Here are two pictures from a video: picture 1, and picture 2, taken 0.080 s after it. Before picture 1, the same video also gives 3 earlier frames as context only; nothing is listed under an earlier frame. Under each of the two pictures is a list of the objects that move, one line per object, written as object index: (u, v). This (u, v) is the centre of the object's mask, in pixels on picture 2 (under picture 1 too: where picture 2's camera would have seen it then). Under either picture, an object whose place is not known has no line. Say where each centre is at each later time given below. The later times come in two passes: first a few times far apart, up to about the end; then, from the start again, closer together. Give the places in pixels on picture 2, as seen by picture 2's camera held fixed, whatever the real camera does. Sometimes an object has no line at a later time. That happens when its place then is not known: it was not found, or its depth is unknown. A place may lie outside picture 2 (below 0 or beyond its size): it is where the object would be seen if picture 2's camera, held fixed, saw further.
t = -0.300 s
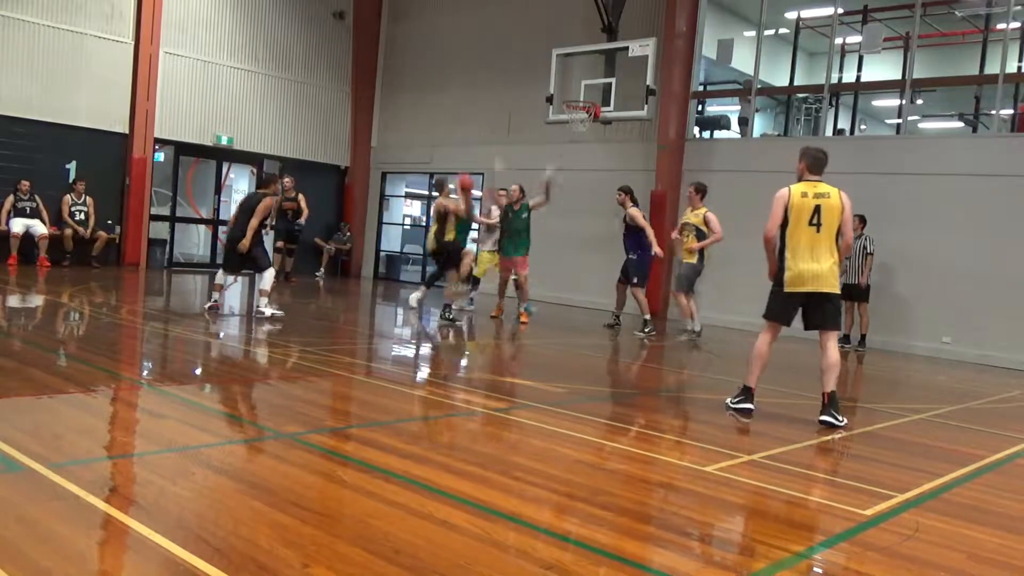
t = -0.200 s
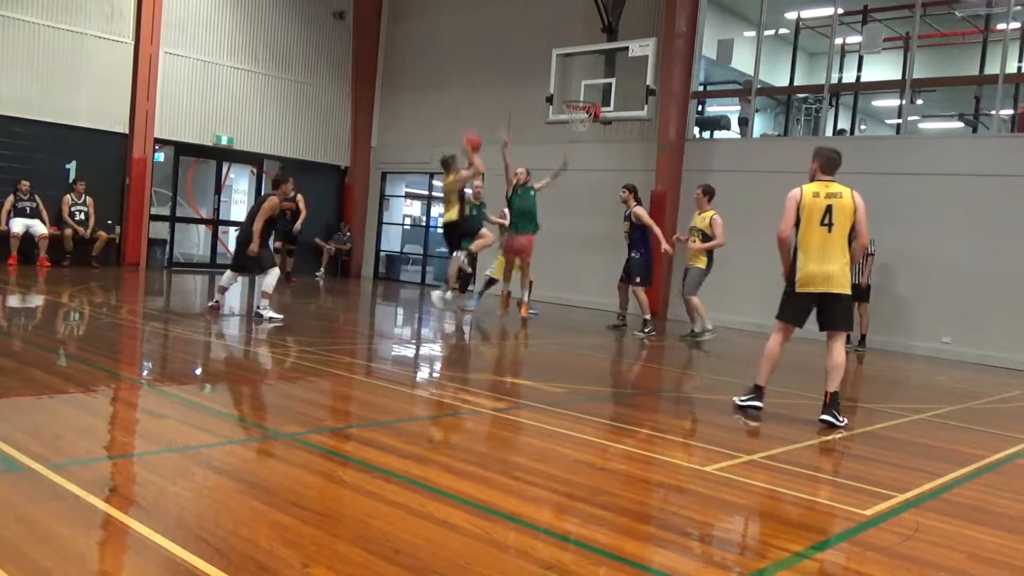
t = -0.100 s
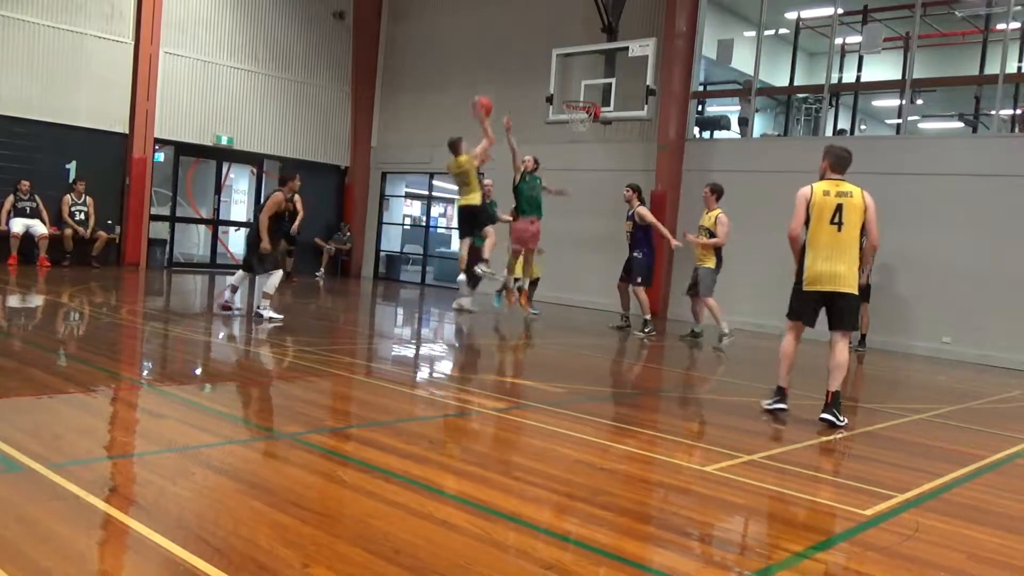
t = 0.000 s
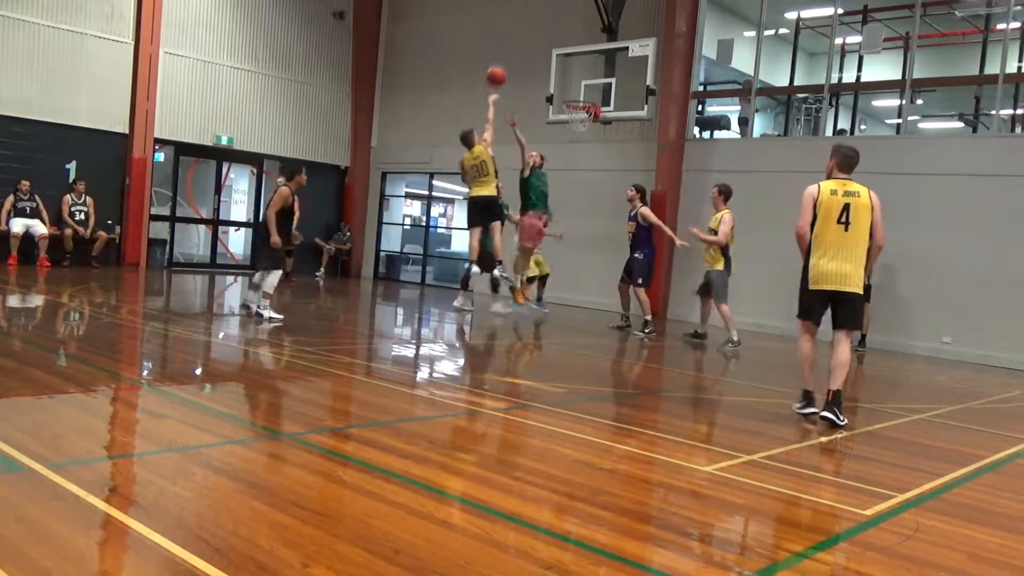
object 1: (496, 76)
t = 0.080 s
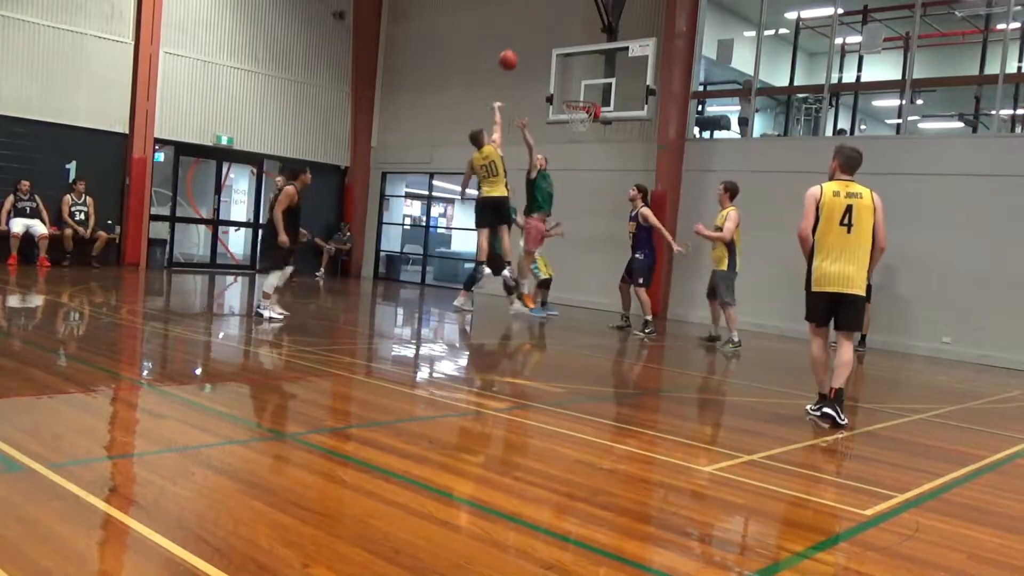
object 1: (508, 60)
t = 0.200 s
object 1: (525, 46)
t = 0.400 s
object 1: (547, 48)
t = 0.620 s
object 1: (567, 83)
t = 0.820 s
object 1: (582, 98)
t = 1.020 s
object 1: (588, 107)
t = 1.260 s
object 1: (576, 120)
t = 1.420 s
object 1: (573, 133)
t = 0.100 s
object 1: (511, 56)
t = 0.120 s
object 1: (513, 54)
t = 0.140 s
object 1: (517, 51)
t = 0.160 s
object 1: (519, 49)
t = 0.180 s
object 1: (522, 47)
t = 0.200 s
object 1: (525, 46)
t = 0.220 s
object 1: (527, 45)
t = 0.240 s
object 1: (530, 44)
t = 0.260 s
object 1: (532, 44)
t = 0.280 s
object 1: (535, 44)
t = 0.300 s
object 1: (537, 44)
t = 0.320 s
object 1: (538, 44)
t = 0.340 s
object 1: (540, 45)
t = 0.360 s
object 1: (542, 46)
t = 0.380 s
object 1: (545, 47)
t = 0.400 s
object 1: (547, 48)
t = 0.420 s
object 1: (550, 50)
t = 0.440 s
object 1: (551, 52)
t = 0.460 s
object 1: (553, 54)
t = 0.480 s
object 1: (555, 57)
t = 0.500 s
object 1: (556, 60)
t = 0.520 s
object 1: (558, 64)
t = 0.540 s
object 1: (559, 67)
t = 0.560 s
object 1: (561, 70)
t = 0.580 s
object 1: (563, 74)
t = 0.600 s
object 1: (564, 78)
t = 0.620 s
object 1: (567, 83)
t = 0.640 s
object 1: (567, 87)
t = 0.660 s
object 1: (569, 93)
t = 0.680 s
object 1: (571, 94)
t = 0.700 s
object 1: (572, 94)
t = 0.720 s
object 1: (573, 95)
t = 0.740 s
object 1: (575, 96)
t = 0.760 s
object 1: (576, 97)
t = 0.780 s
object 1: (576, 97)
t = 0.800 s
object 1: (579, 98)
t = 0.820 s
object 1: (582, 98)
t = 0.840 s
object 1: (582, 101)
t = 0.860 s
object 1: (580, 103)
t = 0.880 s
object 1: (581, 103)
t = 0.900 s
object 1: (580, 103)
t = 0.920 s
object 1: (583, 106)
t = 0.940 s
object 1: (584, 106)
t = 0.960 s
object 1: (586, 108)
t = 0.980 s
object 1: (586, 108)
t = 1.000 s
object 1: (587, 107)
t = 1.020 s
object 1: (588, 107)
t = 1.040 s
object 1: (584, 108)
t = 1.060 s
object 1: (583, 108)
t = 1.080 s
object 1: (583, 109)
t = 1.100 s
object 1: (584, 108)
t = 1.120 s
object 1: (584, 108)
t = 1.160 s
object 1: (581, 111)
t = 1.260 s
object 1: (576, 120)
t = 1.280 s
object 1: (576, 122)
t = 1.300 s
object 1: (575, 125)
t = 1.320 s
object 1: (574, 127)
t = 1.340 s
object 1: (574, 128)
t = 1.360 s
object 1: (574, 128)
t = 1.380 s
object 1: (574, 129)
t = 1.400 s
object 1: (574, 131)
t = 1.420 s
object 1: (573, 133)
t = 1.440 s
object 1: (573, 134)
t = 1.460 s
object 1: (573, 137)
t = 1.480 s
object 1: (572, 140)
